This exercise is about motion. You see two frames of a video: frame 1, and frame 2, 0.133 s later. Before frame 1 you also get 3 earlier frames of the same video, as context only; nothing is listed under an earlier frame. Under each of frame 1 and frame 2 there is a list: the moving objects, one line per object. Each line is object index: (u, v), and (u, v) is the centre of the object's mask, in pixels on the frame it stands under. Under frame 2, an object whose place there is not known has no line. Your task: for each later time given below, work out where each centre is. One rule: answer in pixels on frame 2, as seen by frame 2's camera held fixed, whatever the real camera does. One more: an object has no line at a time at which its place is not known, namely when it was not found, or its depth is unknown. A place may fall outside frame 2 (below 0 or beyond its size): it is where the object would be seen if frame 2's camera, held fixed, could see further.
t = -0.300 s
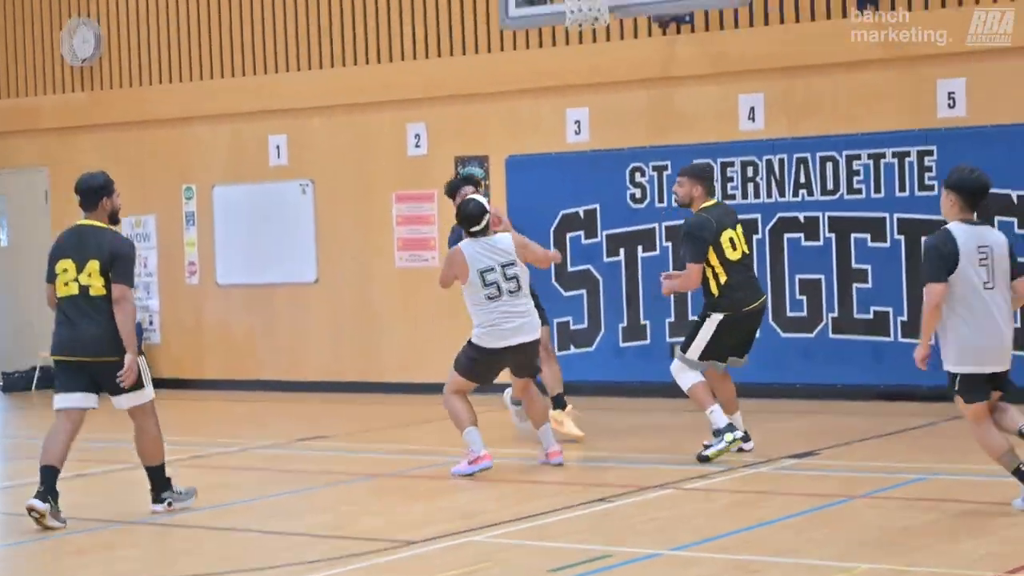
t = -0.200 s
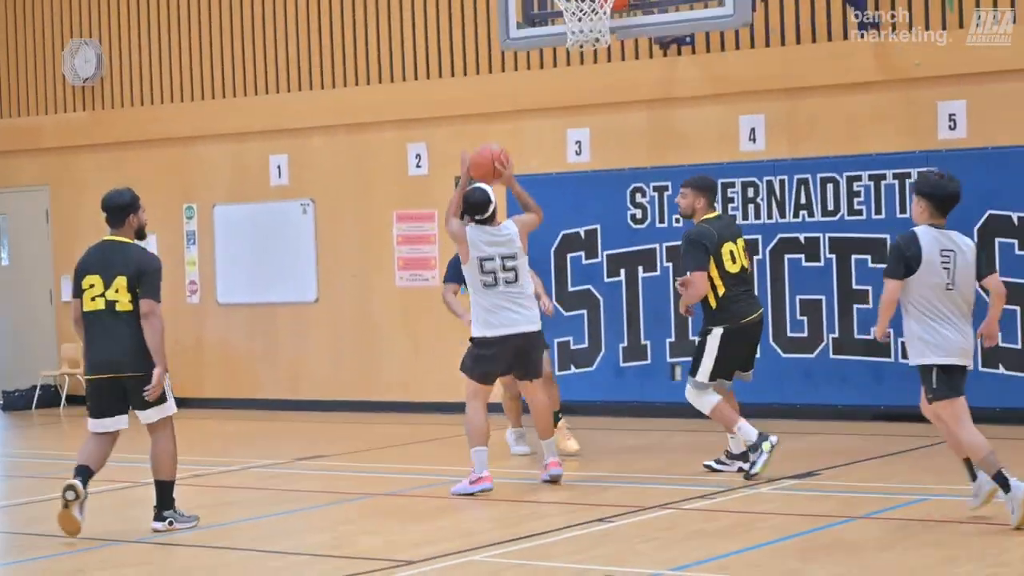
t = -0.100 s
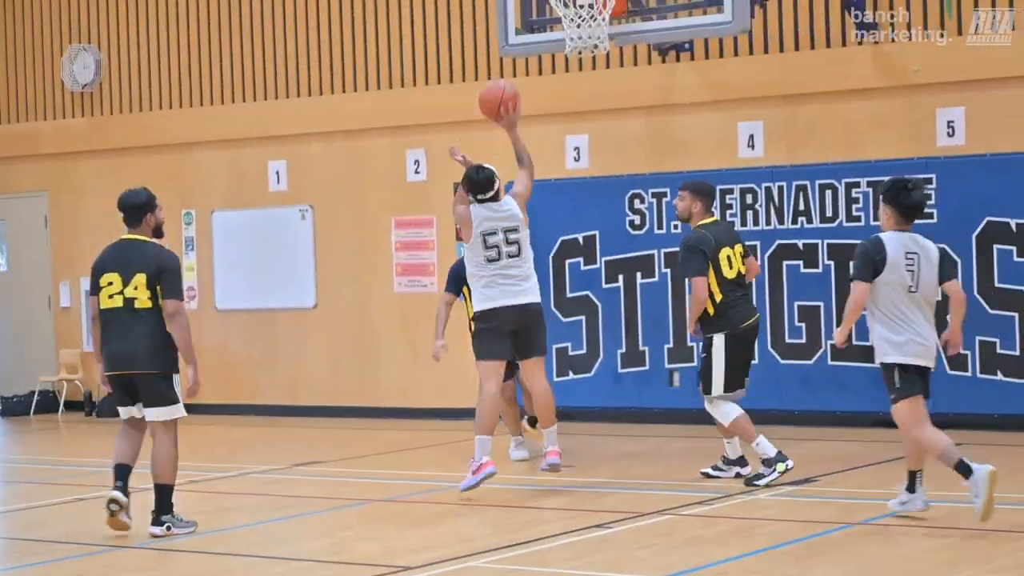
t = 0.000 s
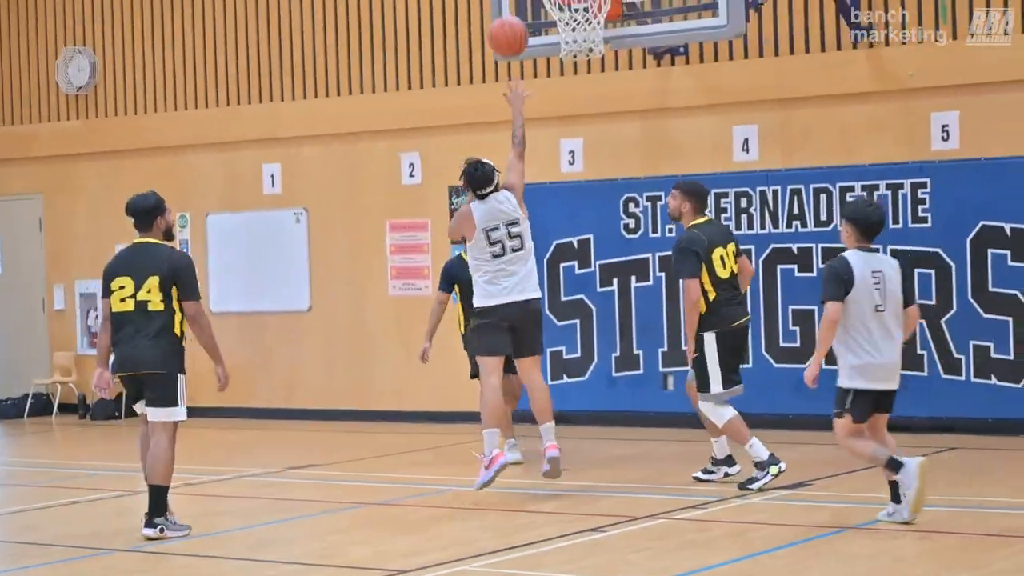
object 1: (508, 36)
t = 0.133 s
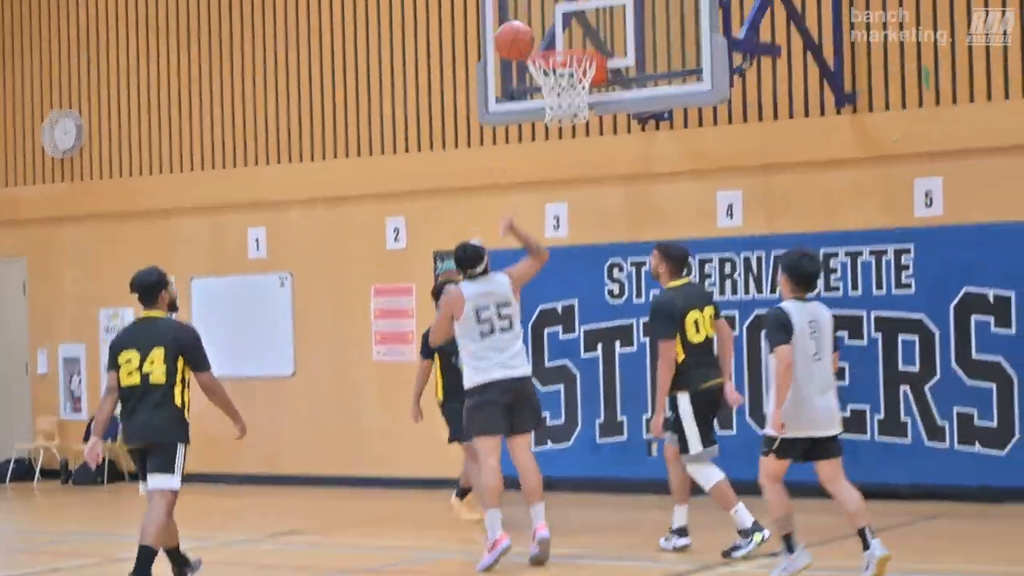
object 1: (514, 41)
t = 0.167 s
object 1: (519, 30)
